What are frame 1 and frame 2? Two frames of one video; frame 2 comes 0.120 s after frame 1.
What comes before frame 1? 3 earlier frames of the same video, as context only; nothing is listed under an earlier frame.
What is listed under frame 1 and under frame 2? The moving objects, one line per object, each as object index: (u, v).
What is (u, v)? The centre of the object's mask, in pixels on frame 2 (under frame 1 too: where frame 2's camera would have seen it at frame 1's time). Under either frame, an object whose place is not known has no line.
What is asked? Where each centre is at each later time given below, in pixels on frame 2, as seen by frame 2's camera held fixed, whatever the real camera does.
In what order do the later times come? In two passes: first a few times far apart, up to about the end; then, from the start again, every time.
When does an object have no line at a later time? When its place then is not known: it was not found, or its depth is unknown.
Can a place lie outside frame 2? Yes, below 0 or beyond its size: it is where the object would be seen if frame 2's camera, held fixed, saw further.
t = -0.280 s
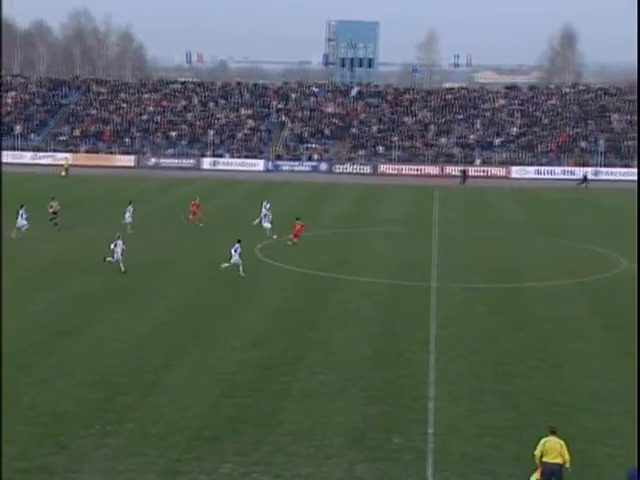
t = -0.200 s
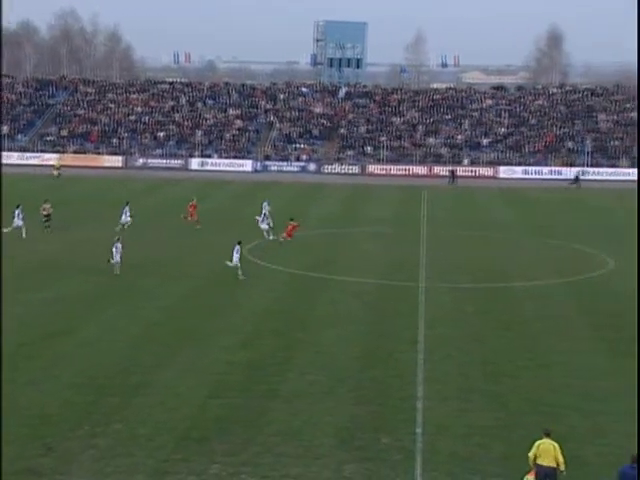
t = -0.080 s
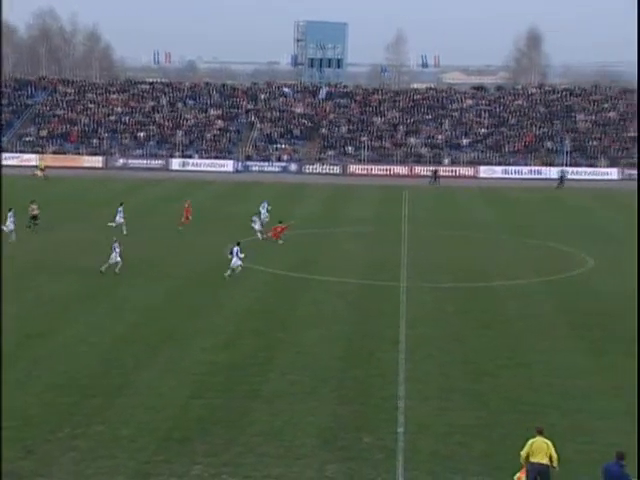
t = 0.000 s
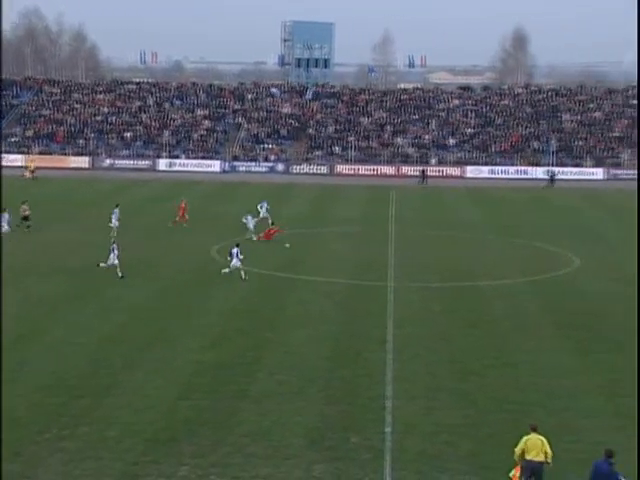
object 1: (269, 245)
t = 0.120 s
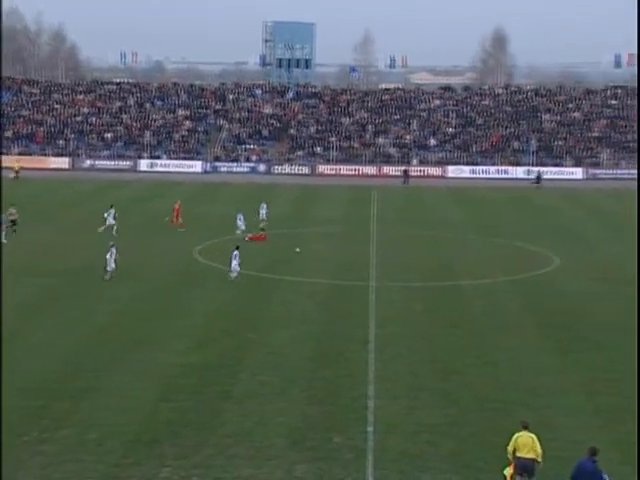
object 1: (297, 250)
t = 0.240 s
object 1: (325, 254)
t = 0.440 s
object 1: (370, 260)
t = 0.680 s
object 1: (419, 267)
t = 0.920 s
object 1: (463, 271)
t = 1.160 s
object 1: (504, 279)
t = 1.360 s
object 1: (538, 282)
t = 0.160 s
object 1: (307, 251)
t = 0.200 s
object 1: (316, 253)
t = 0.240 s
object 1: (325, 254)
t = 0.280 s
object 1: (334, 255)
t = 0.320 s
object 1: (343, 256)
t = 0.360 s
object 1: (352, 258)
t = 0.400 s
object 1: (361, 259)
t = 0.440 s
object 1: (370, 260)
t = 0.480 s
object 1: (379, 261)
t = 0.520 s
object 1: (387, 263)
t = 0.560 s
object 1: (395, 263)
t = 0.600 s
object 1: (403, 264)
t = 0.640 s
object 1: (412, 265)
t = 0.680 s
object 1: (419, 267)
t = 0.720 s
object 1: (428, 269)
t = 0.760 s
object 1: (435, 269)
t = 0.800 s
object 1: (442, 269)
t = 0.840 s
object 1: (449, 270)
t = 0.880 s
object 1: (456, 270)
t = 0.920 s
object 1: (463, 271)
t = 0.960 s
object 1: (469, 273)
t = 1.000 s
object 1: (476, 275)
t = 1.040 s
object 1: (483, 276)
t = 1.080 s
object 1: (490, 276)
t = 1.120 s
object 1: (497, 277)
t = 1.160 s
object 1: (504, 279)
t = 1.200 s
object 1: (511, 280)
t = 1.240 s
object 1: (518, 280)
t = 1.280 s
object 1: (524, 280)
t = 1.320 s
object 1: (531, 281)
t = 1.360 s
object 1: (538, 282)
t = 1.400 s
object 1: (545, 284)
